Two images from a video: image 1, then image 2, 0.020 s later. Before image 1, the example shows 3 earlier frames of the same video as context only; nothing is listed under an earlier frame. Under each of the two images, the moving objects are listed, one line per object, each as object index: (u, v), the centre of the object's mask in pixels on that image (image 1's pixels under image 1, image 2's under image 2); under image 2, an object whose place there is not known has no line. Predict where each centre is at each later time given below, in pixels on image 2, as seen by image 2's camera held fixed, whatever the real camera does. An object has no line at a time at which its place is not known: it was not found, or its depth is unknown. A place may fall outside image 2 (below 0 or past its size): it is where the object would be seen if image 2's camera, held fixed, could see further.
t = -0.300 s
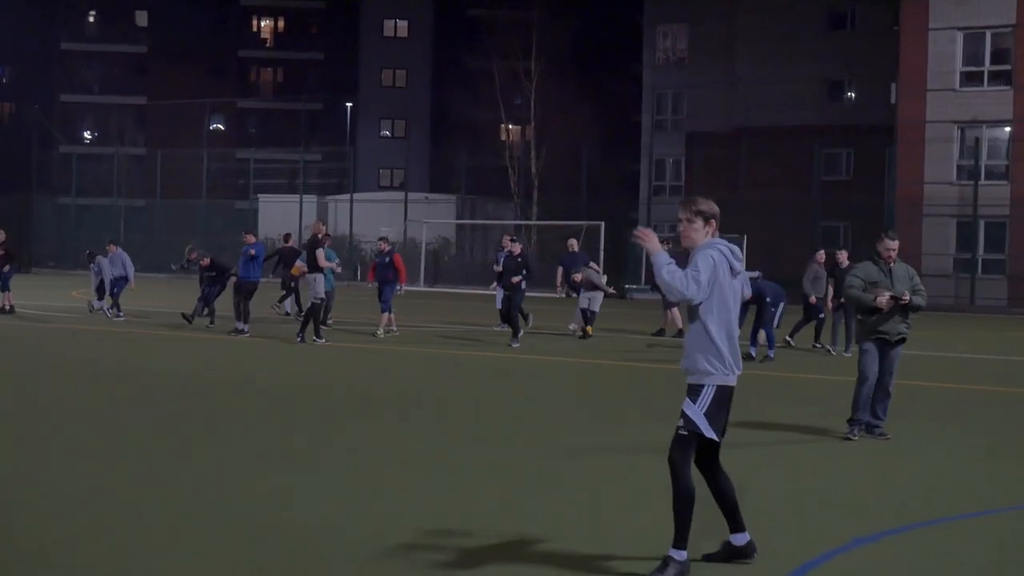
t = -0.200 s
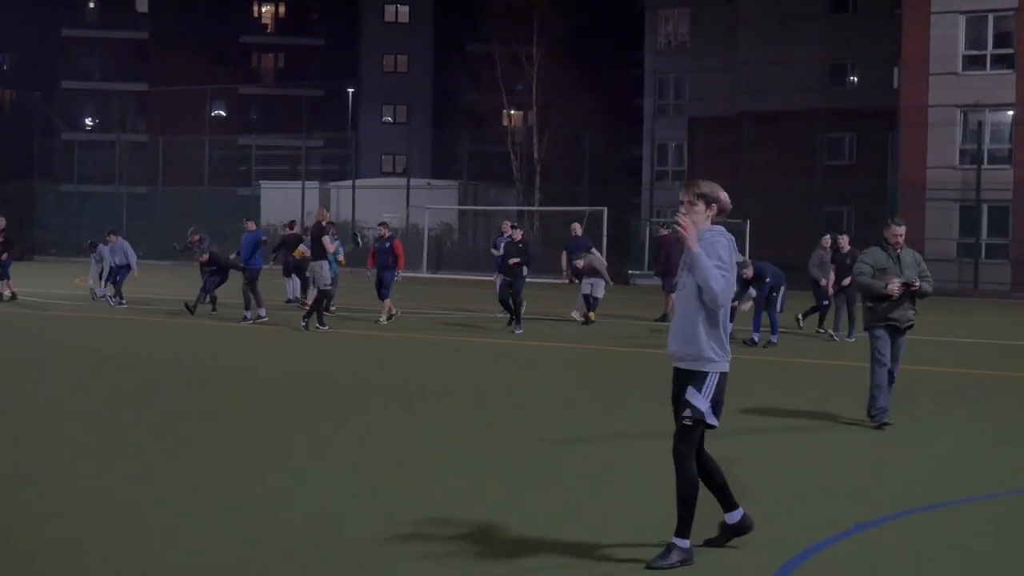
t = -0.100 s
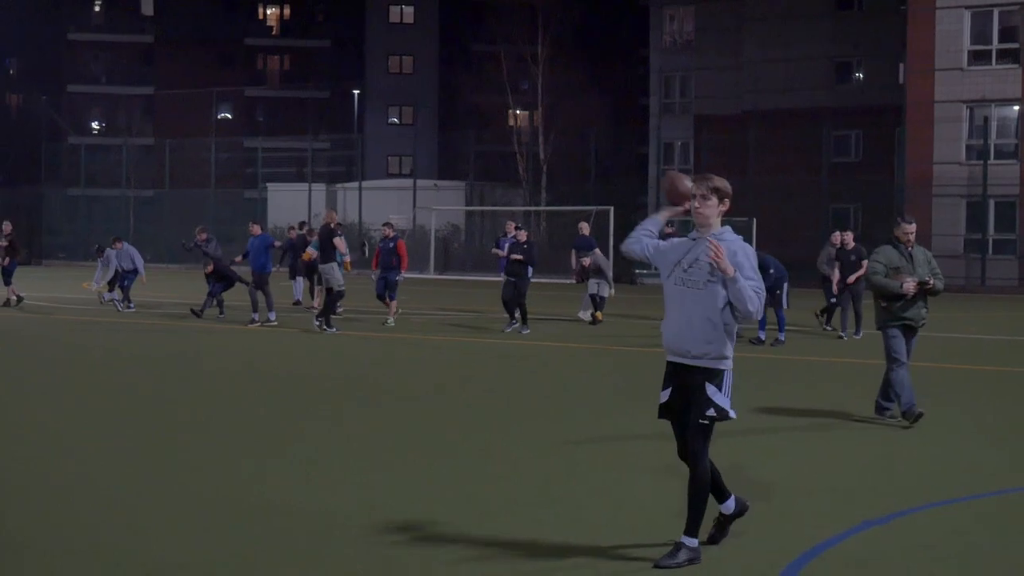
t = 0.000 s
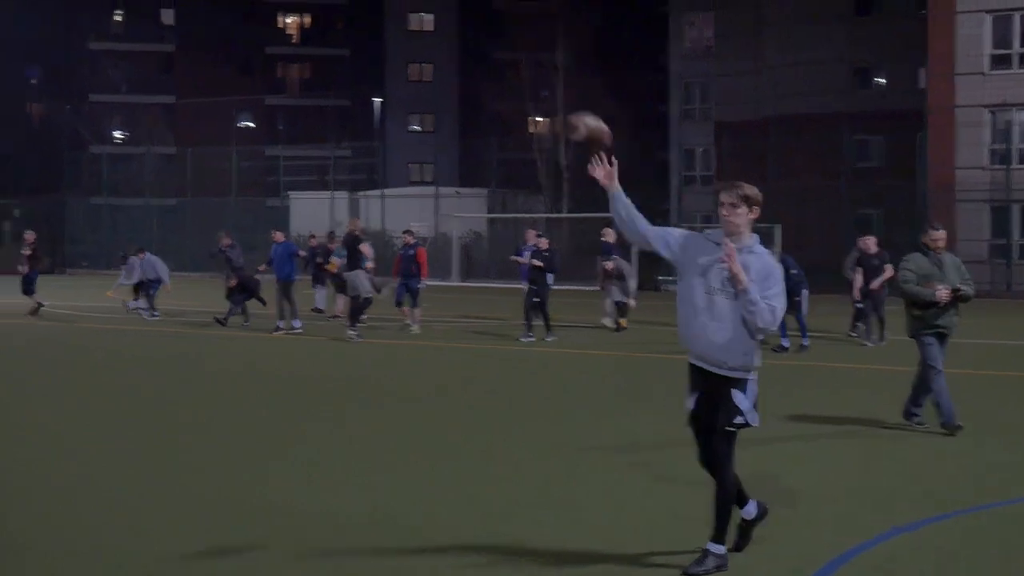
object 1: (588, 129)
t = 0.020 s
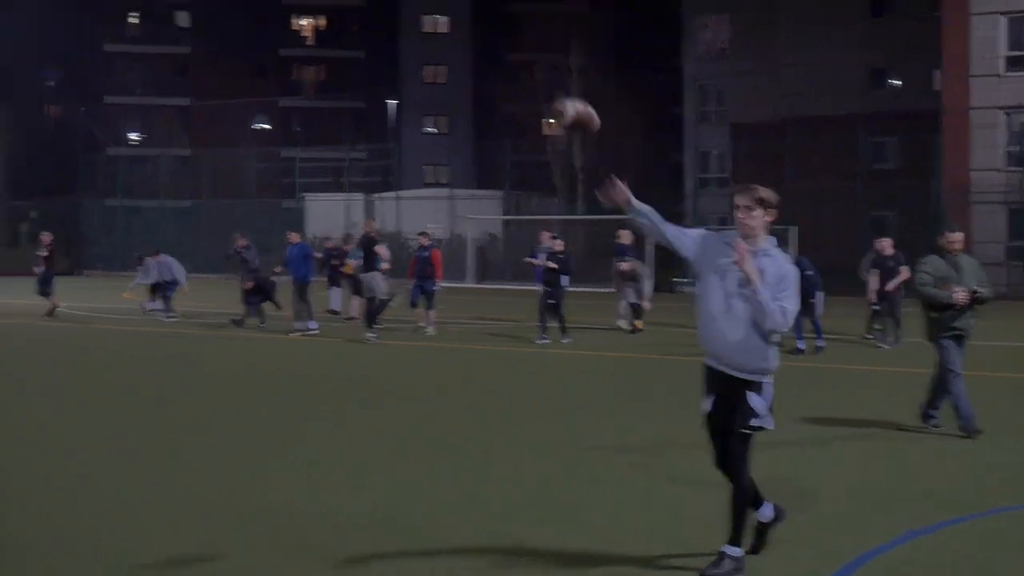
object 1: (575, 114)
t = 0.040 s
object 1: (548, 101)
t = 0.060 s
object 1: (518, 82)
